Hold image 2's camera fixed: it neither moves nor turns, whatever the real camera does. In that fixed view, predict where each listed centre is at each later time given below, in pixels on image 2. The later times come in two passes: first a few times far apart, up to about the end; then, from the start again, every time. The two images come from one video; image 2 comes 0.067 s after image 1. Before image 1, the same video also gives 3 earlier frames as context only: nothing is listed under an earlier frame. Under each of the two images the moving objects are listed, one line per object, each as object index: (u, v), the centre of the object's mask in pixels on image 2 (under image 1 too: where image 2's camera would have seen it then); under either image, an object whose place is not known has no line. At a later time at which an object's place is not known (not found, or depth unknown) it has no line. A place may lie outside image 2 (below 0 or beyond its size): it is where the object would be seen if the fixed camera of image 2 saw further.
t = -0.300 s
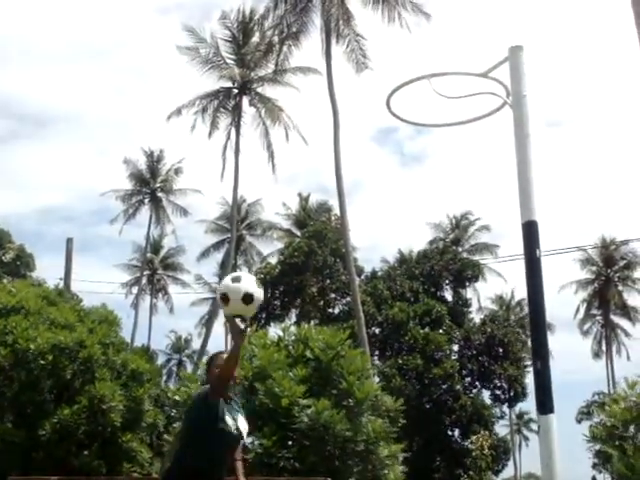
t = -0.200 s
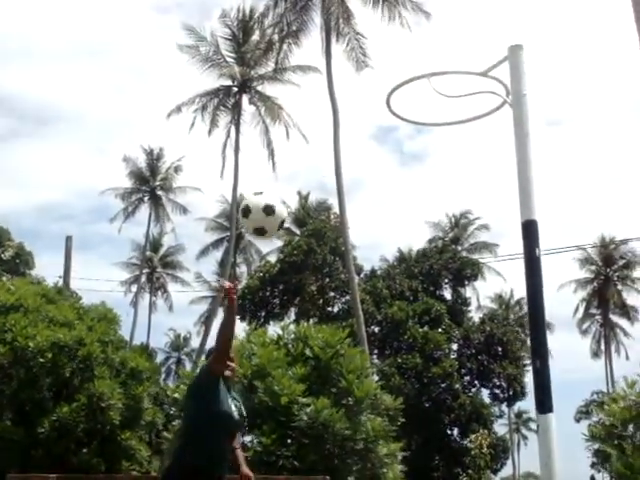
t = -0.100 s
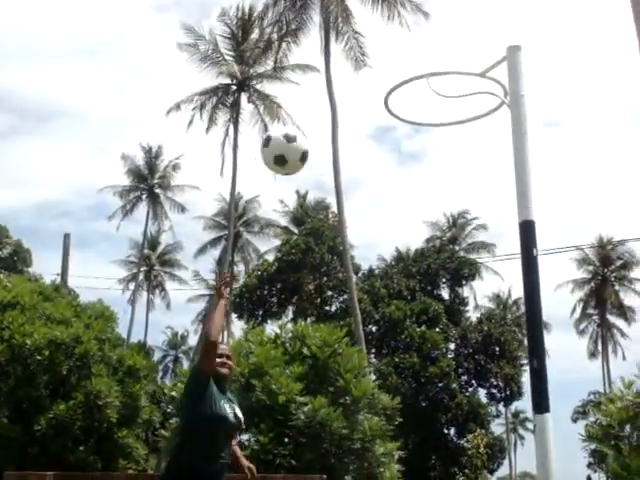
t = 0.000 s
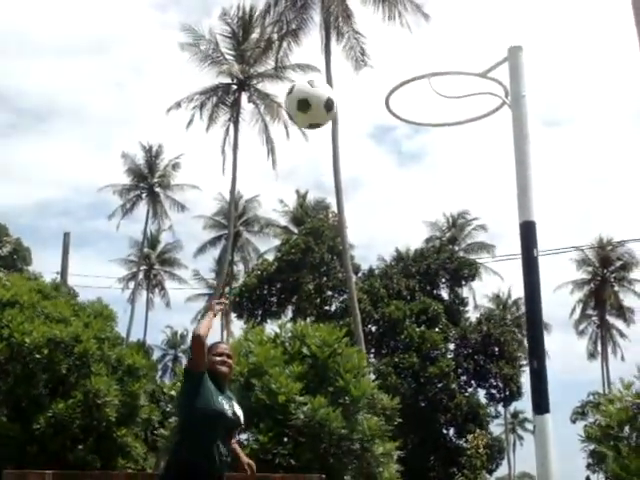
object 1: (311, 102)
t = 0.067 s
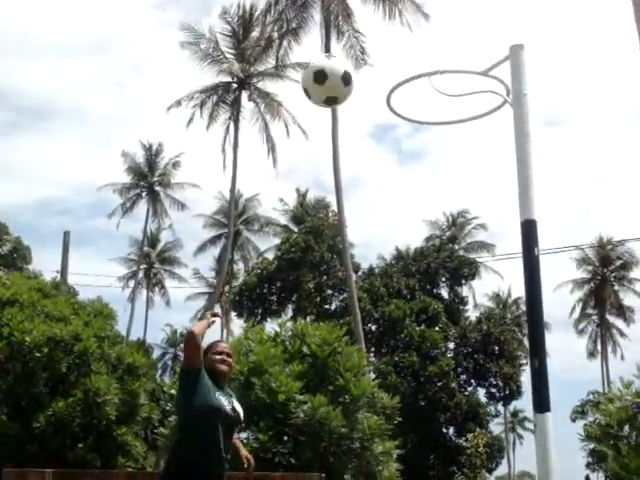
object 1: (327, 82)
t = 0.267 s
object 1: (384, 72)
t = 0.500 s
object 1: (446, 73)
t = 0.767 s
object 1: (445, 117)
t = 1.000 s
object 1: (428, 264)
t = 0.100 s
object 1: (336, 73)
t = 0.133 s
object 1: (345, 68)
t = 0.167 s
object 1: (354, 64)
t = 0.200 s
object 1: (363, 65)
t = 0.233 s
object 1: (374, 68)
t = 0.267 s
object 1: (384, 72)
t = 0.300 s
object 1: (396, 79)
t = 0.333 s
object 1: (407, 89)
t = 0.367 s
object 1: (414, 84)
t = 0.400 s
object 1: (422, 76)
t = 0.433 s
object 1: (430, 71)
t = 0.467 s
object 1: (437, 71)
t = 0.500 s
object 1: (446, 73)
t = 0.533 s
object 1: (452, 77)
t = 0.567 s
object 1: (453, 79)
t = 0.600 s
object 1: (453, 84)
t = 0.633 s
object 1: (453, 93)
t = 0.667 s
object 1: (453, 101)
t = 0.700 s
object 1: (450, 103)
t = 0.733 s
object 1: (448, 109)
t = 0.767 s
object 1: (445, 117)
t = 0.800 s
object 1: (443, 128)
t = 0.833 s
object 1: (441, 140)
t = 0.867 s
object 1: (438, 157)
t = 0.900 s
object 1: (436, 178)
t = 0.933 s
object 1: (433, 205)
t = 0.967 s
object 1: (430, 233)
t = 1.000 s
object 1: (428, 264)
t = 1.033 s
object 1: (425, 302)
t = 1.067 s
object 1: (422, 344)
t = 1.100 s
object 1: (418, 392)
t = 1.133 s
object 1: (415, 445)
